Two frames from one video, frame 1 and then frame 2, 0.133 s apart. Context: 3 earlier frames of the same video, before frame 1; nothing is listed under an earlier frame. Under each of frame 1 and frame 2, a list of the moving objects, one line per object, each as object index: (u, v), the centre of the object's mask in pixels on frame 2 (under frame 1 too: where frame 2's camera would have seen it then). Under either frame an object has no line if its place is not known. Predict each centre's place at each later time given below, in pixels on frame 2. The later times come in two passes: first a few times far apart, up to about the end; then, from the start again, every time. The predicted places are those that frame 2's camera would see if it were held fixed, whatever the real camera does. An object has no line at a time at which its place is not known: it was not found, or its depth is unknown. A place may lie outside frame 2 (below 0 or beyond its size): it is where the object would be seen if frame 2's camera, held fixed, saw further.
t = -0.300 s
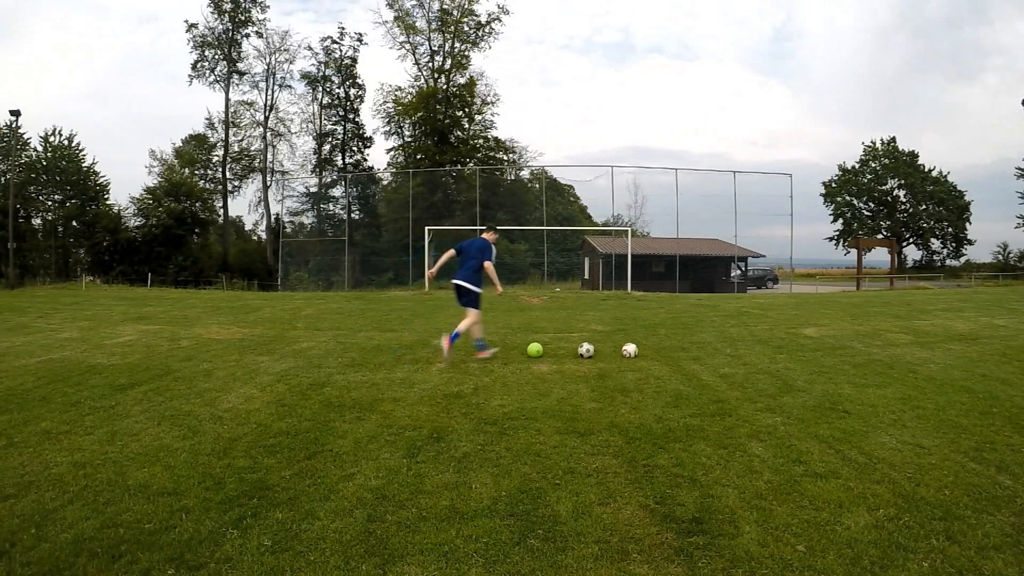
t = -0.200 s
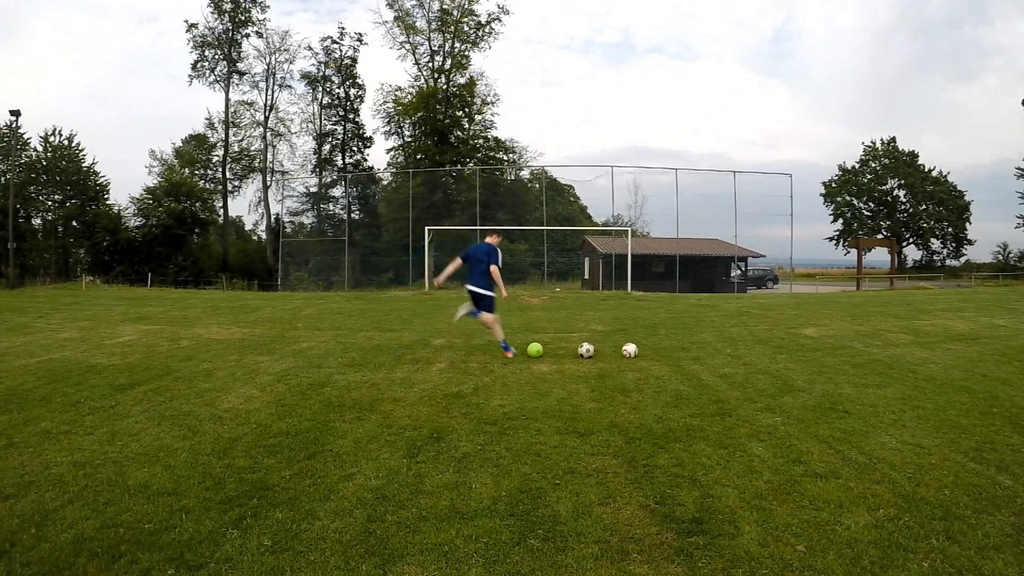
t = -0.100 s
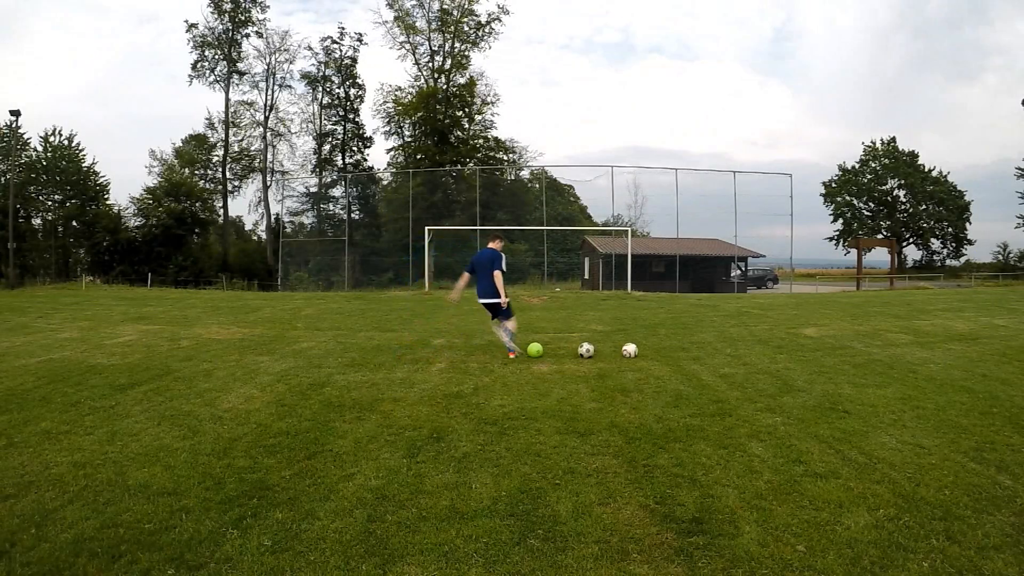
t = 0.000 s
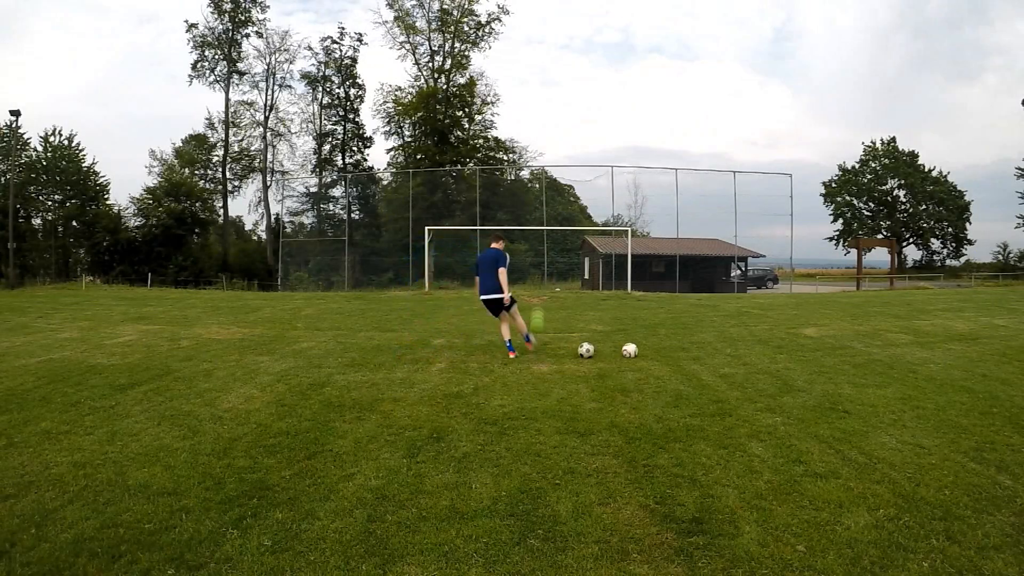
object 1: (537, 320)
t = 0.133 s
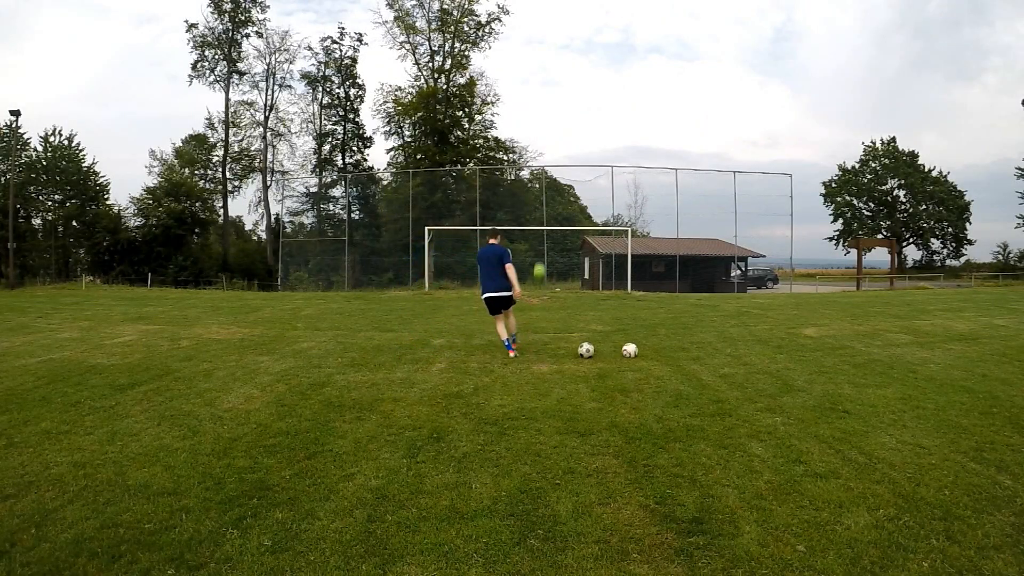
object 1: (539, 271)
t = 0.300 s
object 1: (539, 240)
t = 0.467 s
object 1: (538, 228)
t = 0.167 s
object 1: (539, 262)
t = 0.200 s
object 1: (539, 255)
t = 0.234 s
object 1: (539, 249)
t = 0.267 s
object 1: (539, 244)
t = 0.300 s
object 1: (539, 240)
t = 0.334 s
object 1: (539, 236)
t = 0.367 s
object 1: (539, 234)
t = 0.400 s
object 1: (538, 232)
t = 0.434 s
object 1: (538, 230)
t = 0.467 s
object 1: (538, 228)
